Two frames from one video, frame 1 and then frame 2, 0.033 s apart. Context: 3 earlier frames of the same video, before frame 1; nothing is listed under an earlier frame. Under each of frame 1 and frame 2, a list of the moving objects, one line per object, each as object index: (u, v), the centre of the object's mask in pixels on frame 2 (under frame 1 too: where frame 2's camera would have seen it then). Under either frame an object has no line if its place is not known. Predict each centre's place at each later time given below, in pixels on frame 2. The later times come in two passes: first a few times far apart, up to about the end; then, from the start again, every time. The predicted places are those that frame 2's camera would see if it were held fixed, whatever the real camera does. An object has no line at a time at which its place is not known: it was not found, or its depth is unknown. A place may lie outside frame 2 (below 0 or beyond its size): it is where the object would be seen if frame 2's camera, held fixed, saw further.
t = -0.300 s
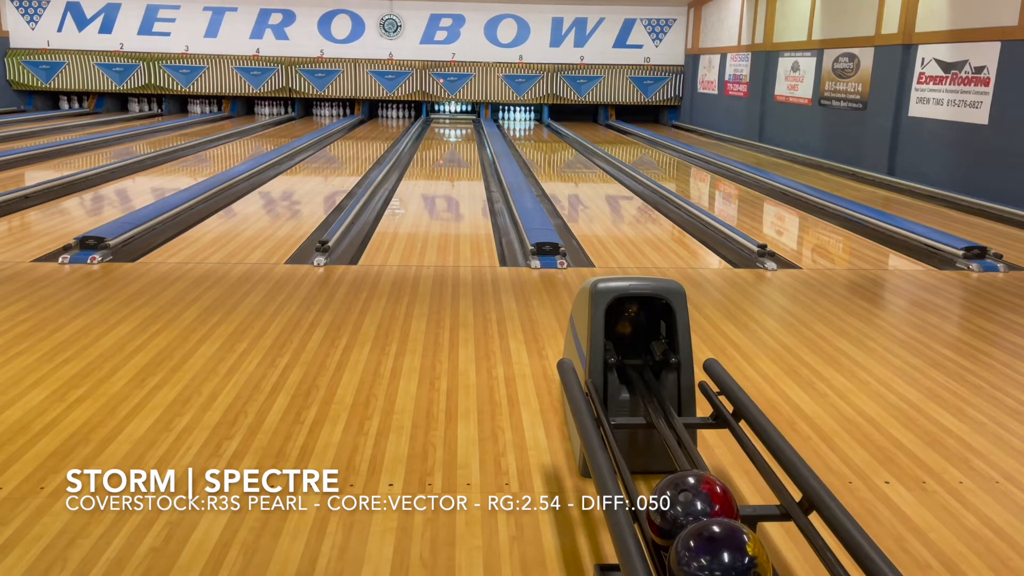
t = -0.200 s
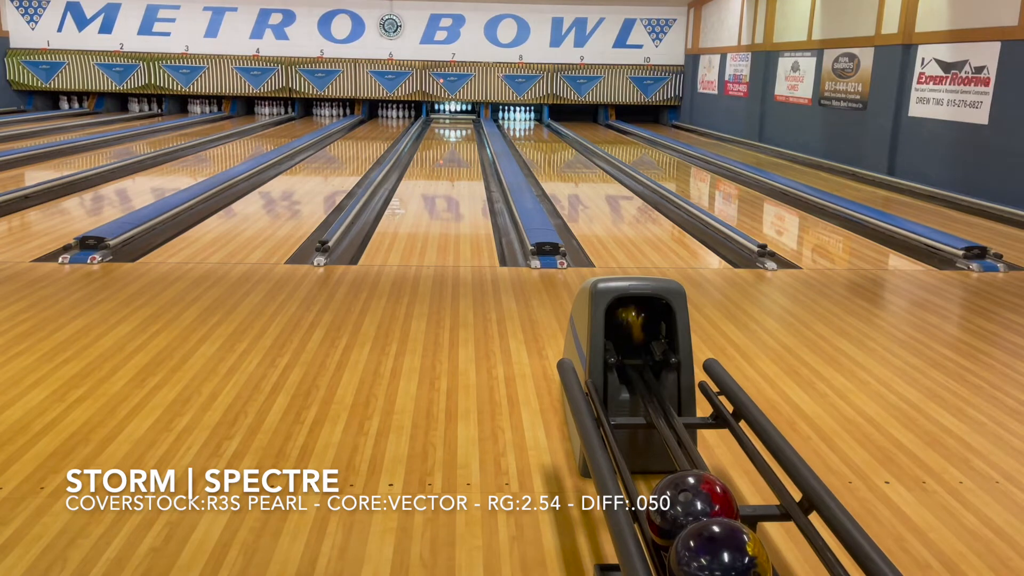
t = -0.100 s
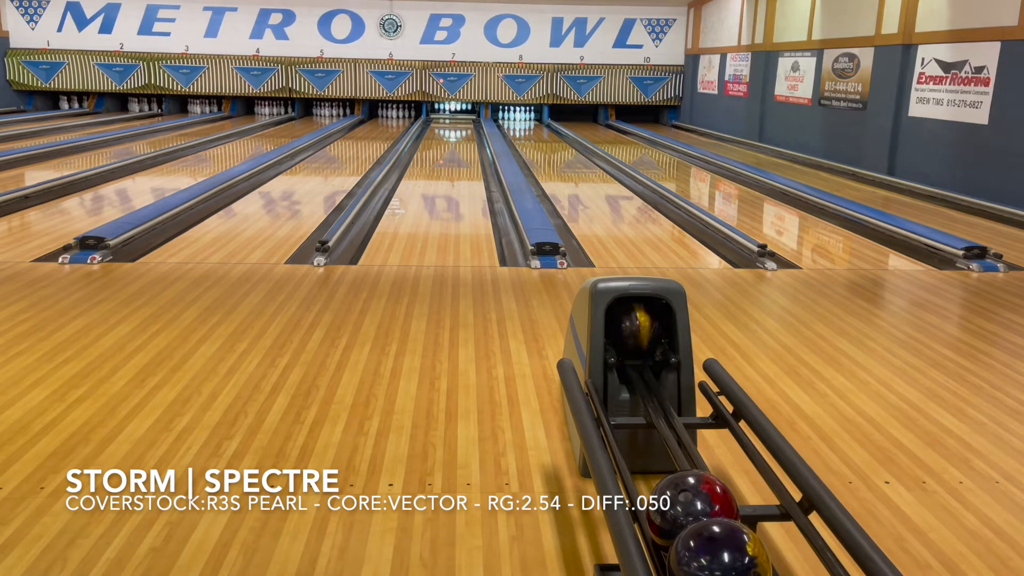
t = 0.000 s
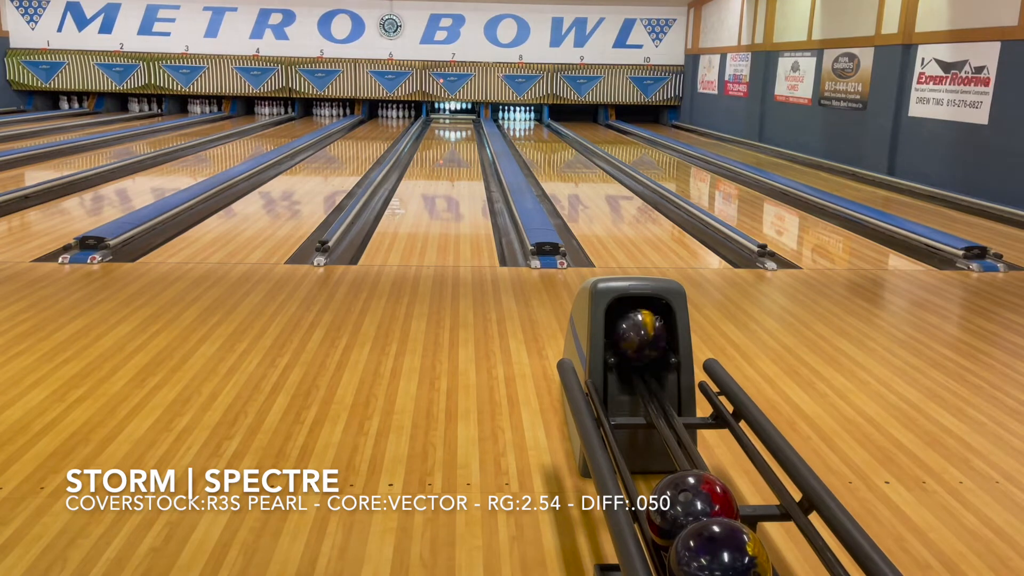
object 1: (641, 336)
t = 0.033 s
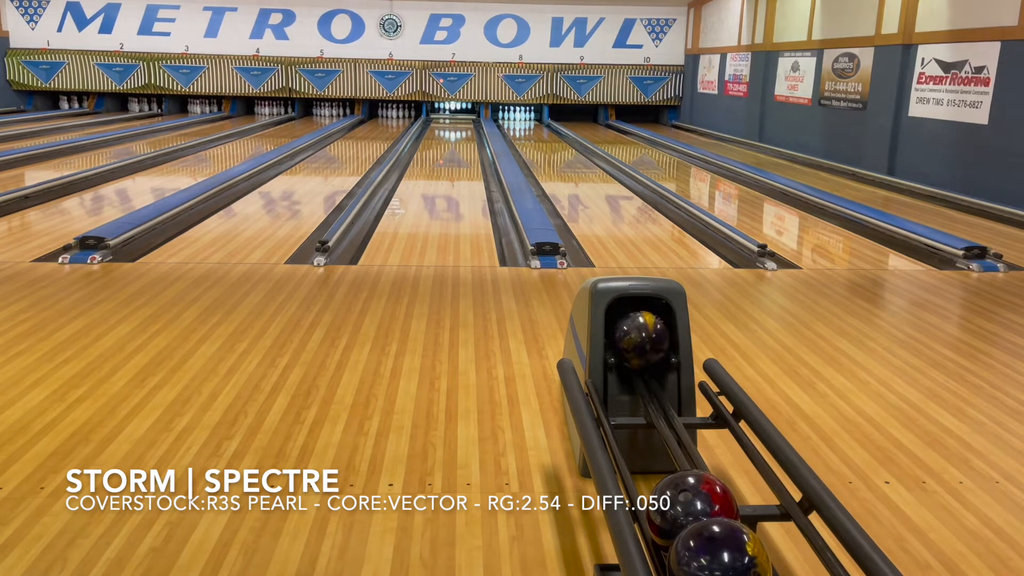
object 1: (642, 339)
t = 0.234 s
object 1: (650, 354)
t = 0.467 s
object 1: (658, 367)
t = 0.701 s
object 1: (665, 378)
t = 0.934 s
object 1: (673, 390)
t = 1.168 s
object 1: (682, 405)
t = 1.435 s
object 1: (693, 424)
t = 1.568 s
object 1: (700, 435)
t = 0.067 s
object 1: (643, 343)
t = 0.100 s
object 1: (644, 345)
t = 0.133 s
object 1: (646, 348)
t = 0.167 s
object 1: (647, 350)
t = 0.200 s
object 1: (649, 352)
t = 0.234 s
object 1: (650, 354)
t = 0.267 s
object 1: (651, 355)
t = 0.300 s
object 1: (652, 357)
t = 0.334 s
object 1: (653, 359)
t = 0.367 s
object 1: (655, 361)
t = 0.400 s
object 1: (656, 363)
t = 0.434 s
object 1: (657, 365)
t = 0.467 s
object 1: (658, 367)
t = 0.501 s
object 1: (659, 368)
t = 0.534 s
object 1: (660, 370)
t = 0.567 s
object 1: (661, 371)
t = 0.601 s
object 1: (662, 373)
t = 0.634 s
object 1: (663, 375)
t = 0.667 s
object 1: (664, 377)
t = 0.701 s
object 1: (665, 378)
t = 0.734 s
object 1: (666, 380)
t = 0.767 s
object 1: (667, 382)
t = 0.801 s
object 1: (668, 384)
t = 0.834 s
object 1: (669, 385)
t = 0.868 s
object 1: (670, 387)
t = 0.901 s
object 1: (671, 389)
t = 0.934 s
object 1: (673, 390)
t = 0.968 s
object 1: (674, 393)
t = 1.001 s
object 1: (675, 395)
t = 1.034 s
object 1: (676, 397)
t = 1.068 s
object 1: (678, 399)
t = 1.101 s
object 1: (679, 401)
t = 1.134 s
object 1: (680, 403)
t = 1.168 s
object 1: (682, 405)
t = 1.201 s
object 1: (683, 408)
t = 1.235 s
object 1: (684, 410)
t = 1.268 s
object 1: (686, 412)
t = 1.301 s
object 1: (687, 414)
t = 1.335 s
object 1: (689, 417)
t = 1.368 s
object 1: (691, 419)
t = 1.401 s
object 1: (692, 422)
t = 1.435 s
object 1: (693, 424)
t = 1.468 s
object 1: (695, 427)
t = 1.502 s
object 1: (697, 430)
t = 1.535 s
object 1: (699, 432)
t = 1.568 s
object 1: (700, 435)
